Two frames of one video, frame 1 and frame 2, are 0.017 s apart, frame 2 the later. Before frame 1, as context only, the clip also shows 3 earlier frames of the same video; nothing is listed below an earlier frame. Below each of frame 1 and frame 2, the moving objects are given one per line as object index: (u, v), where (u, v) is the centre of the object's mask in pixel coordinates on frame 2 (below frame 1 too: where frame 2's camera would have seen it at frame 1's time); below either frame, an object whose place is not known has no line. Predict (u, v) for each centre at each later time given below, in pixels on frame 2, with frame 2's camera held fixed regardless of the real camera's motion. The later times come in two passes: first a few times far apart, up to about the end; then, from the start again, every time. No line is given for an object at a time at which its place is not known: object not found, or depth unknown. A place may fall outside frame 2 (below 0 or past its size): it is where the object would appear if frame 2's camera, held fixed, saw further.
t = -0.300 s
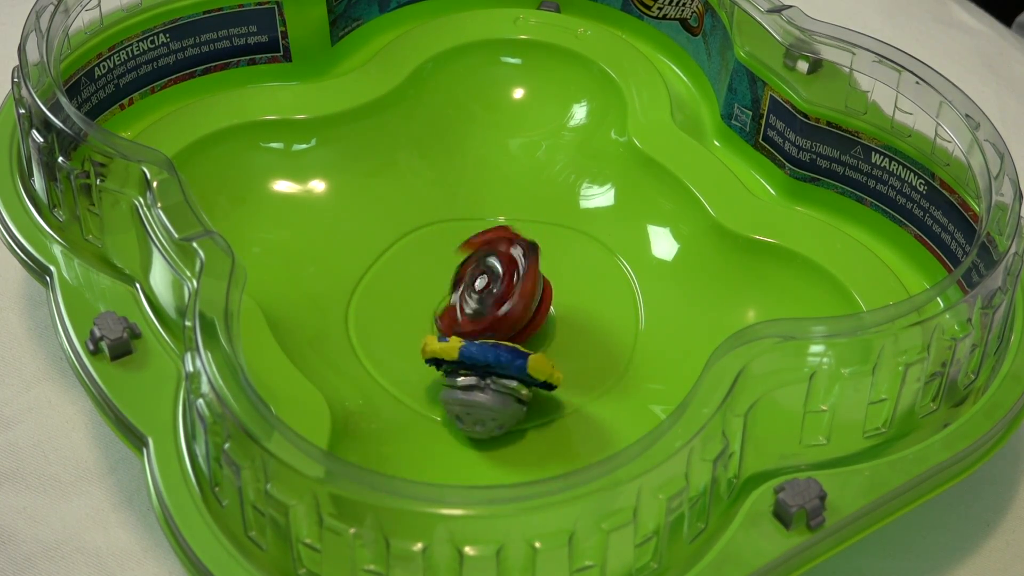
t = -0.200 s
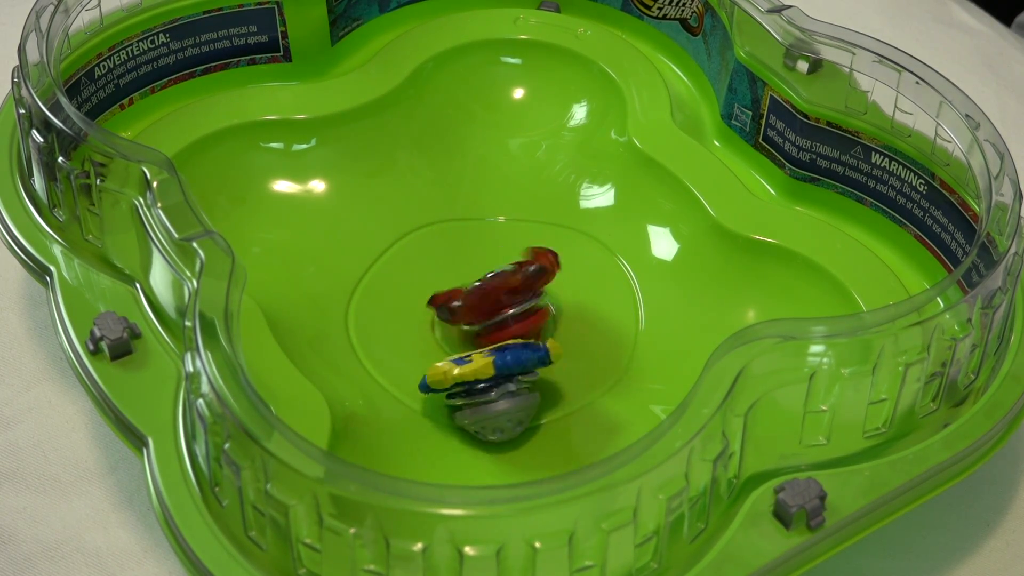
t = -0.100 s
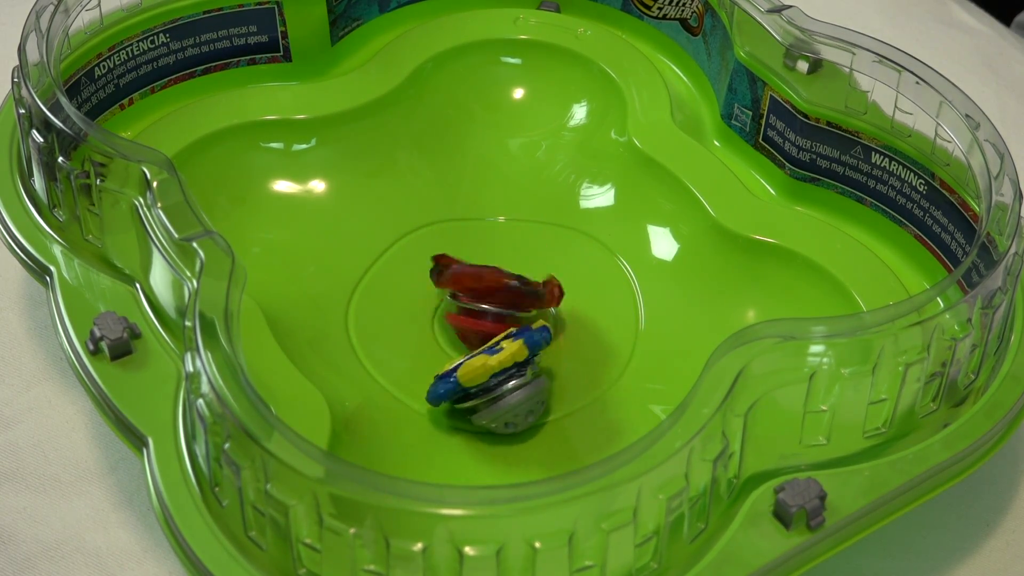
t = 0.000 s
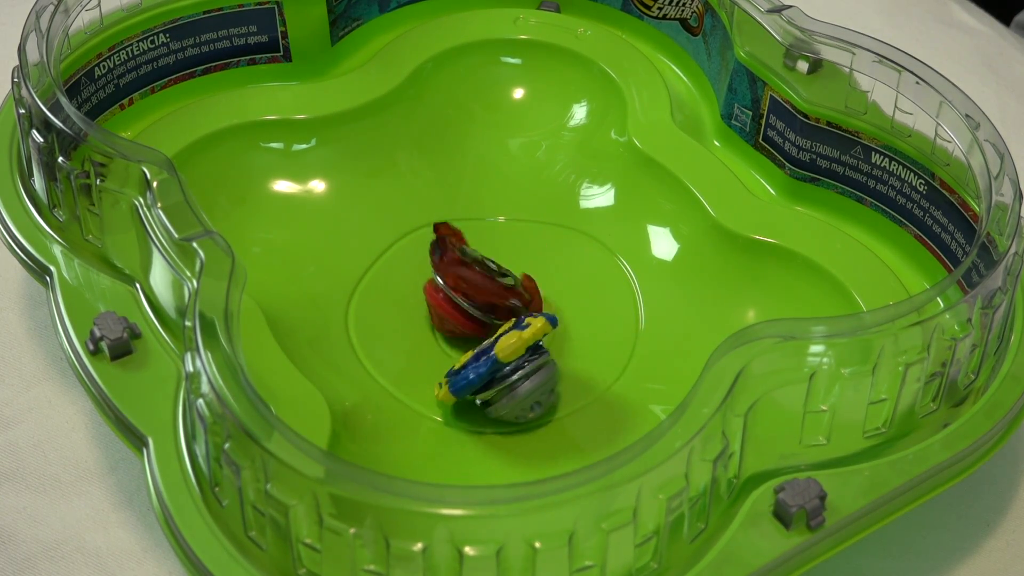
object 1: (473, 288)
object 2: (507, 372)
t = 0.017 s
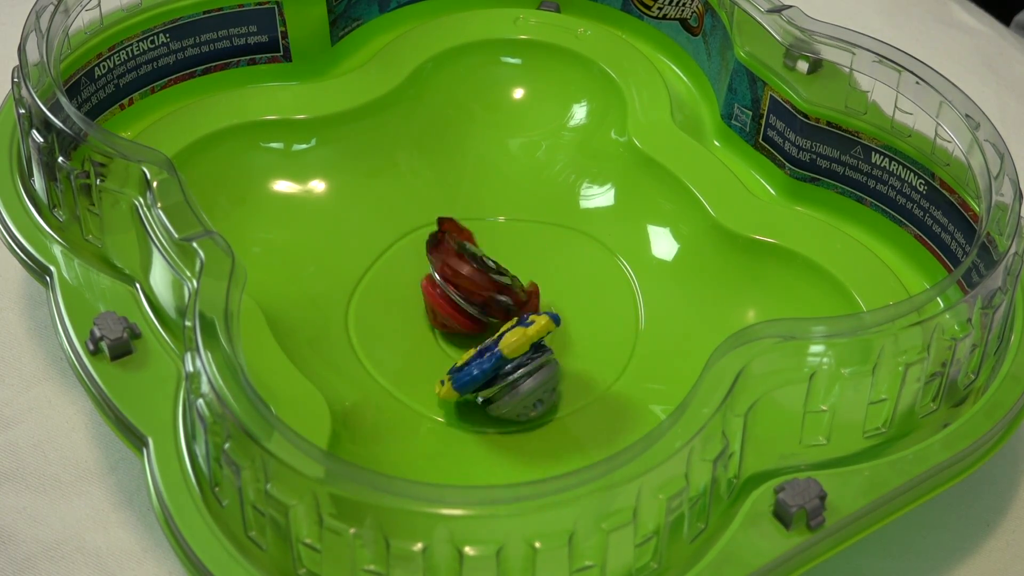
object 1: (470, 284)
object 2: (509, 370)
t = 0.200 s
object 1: (470, 254)
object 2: (524, 351)
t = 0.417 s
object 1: (480, 255)
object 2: (518, 343)
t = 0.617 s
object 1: (484, 254)
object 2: (500, 349)
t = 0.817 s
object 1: (473, 256)
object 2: (494, 350)
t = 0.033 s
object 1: (468, 280)
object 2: (511, 369)
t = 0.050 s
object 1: (467, 276)
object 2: (512, 367)
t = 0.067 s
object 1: (466, 272)
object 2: (514, 365)
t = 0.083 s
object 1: (465, 268)
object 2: (515, 364)
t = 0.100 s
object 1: (464, 265)
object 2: (516, 362)
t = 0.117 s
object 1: (465, 262)
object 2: (518, 360)
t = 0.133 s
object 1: (466, 259)
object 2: (519, 358)
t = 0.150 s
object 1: (467, 257)
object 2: (521, 356)
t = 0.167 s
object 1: (468, 256)
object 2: (522, 354)
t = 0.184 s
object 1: (469, 254)
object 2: (523, 353)
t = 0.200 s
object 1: (470, 254)
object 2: (524, 351)
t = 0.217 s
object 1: (471, 253)
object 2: (524, 350)
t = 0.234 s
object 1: (473, 253)
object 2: (524, 349)
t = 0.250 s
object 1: (473, 253)
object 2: (524, 347)
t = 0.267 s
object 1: (474, 254)
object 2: (525, 346)
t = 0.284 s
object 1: (475, 254)
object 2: (524, 345)
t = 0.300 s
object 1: (476, 255)
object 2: (524, 345)
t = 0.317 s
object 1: (476, 255)
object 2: (523, 344)
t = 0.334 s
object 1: (476, 255)
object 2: (522, 343)
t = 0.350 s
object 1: (477, 255)
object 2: (521, 342)
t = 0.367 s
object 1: (477, 256)
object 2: (520, 342)
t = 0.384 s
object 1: (478, 255)
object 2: (519, 342)
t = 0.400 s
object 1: (479, 255)
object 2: (518, 343)
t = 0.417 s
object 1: (480, 255)
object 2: (518, 343)
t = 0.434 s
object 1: (482, 255)
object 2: (516, 343)
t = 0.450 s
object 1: (483, 254)
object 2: (515, 344)
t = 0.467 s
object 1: (484, 254)
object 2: (514, 344)
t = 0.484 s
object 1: (485, 254)
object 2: (513, 345)
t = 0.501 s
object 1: (485, 254)
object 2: (511, 345)
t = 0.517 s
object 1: (486, 253)
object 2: (509, 345)
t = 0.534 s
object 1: (486, 253)
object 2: (507, 346)
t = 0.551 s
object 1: (486, 253)
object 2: (505, 346)
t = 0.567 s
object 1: (486, 253)
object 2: (504, 347)
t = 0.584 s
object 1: (485, 254)
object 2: (502, 348)
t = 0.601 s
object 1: (485, 254)
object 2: (501, 348)
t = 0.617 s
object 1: (484, 254)
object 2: (500, 349)
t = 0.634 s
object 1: (484, 255)
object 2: (499, 350)
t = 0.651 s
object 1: (483, 255)
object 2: (498, 350)
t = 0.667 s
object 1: (482, 255)
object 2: (496, 350)
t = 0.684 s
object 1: (481, 255)
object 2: (495, 351)
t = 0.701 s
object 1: (479, 255)
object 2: (495, 351)
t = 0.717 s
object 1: (478, 255)
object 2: (494, 351)
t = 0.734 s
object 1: (477, 256)
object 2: (493, 351)
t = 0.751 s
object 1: (476, 256)
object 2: (493, 351)
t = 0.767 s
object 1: (475, 256)
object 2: (493, 351)
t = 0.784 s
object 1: (474, 256)
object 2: (493, 351)
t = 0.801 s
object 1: (473, 256)
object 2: (493, 350)
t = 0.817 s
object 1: (473, 256)
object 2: (494, 350)
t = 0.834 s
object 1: (473, 256)
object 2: (494, 350)
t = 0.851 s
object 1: (473, 256)
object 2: (495, 350)
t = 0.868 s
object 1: (473, 256)
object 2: (496, 350)
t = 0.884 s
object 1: (474, 256)
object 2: (496, 349)
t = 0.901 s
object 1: (474, 256)
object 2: (497, 349)
